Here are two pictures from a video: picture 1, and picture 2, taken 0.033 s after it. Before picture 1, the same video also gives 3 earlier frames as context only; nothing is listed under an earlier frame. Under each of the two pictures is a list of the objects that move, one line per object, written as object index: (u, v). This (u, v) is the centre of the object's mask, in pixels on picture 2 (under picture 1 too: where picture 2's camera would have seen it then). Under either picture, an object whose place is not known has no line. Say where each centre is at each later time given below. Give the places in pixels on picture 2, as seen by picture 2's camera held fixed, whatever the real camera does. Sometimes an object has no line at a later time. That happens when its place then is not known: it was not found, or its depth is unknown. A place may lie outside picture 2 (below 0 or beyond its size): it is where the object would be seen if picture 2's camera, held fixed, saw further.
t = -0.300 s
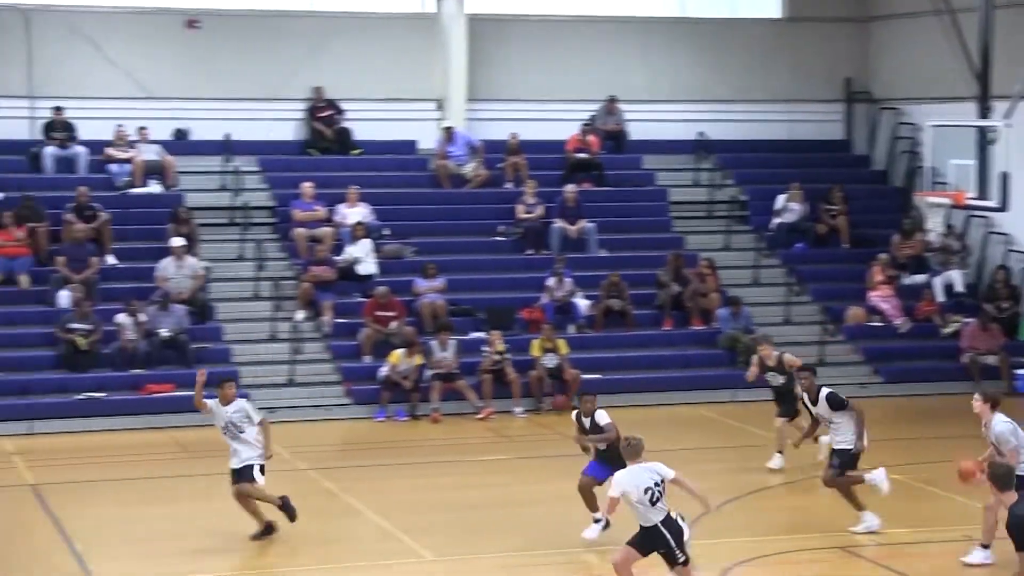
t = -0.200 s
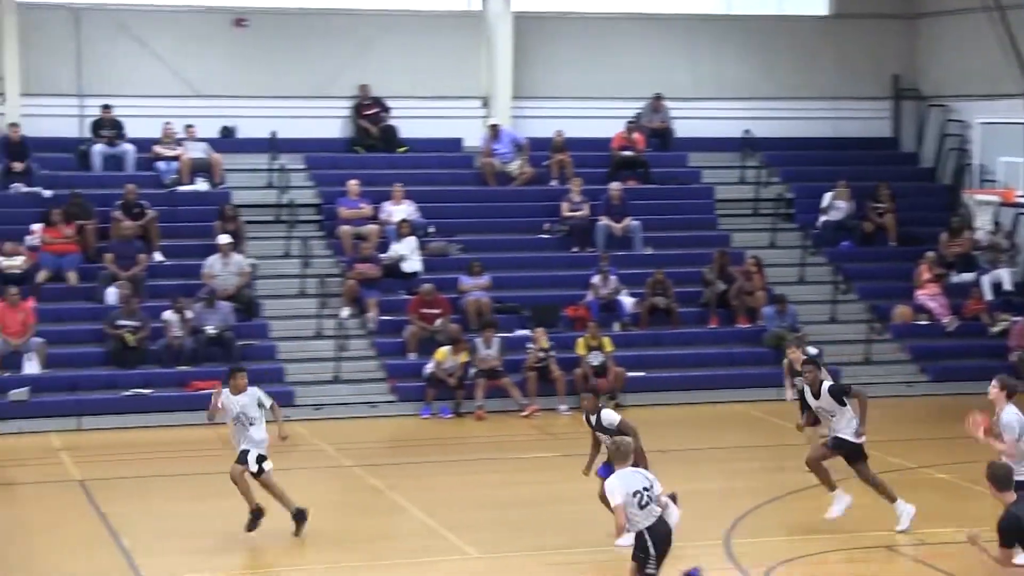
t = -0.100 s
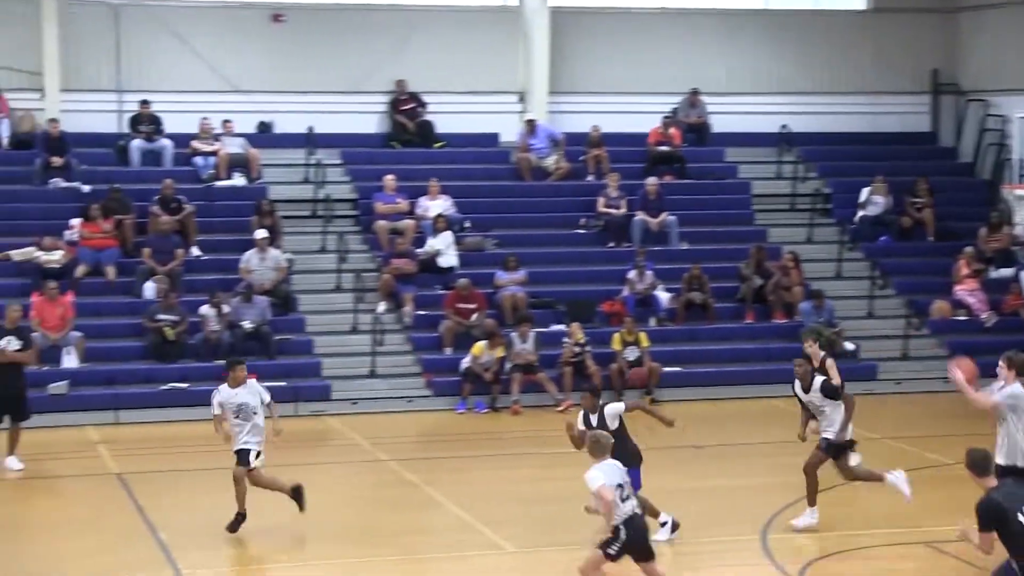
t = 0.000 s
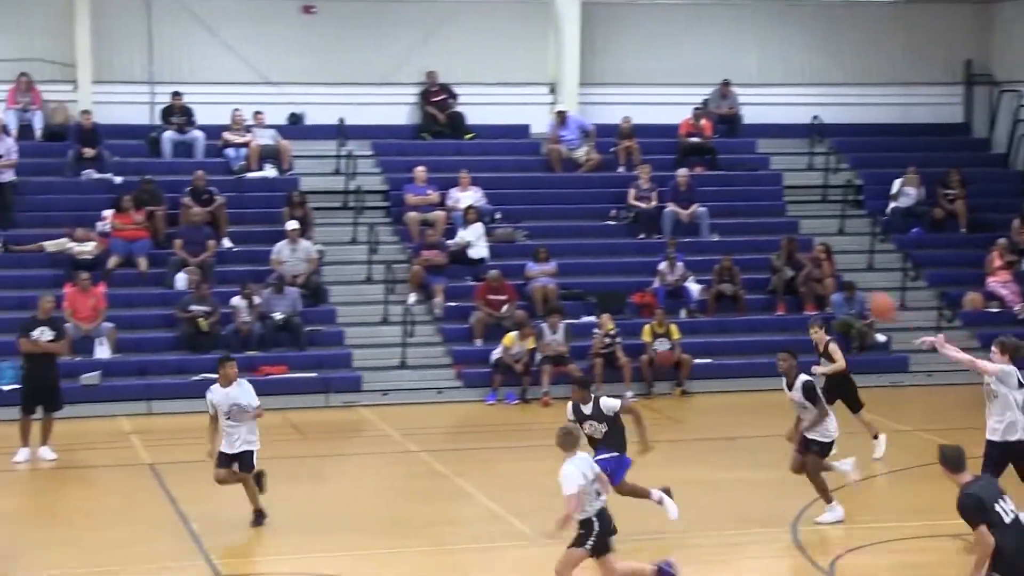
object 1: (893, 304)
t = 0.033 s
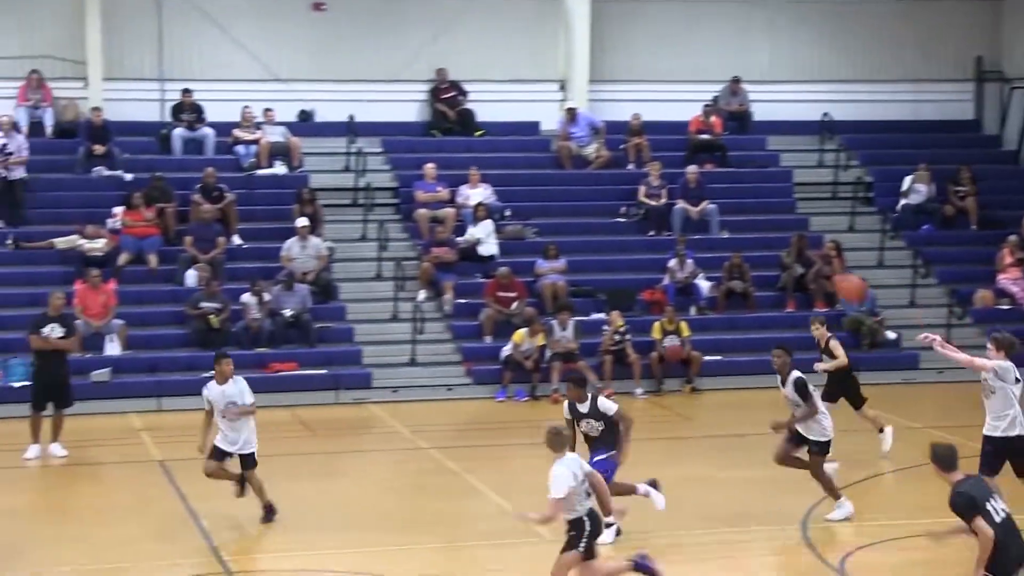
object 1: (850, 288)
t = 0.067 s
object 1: (809, 274)
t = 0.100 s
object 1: (765, 259)
